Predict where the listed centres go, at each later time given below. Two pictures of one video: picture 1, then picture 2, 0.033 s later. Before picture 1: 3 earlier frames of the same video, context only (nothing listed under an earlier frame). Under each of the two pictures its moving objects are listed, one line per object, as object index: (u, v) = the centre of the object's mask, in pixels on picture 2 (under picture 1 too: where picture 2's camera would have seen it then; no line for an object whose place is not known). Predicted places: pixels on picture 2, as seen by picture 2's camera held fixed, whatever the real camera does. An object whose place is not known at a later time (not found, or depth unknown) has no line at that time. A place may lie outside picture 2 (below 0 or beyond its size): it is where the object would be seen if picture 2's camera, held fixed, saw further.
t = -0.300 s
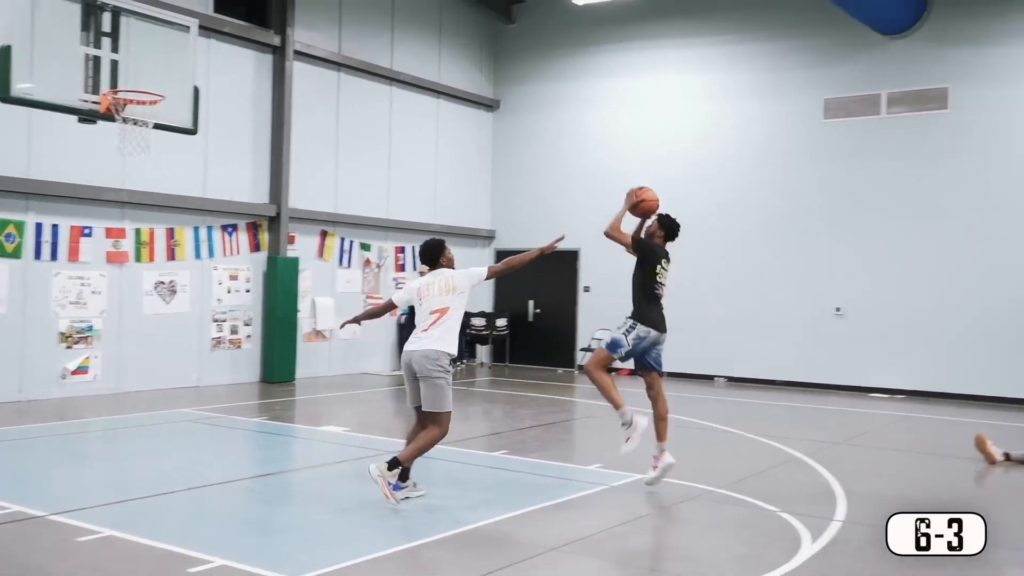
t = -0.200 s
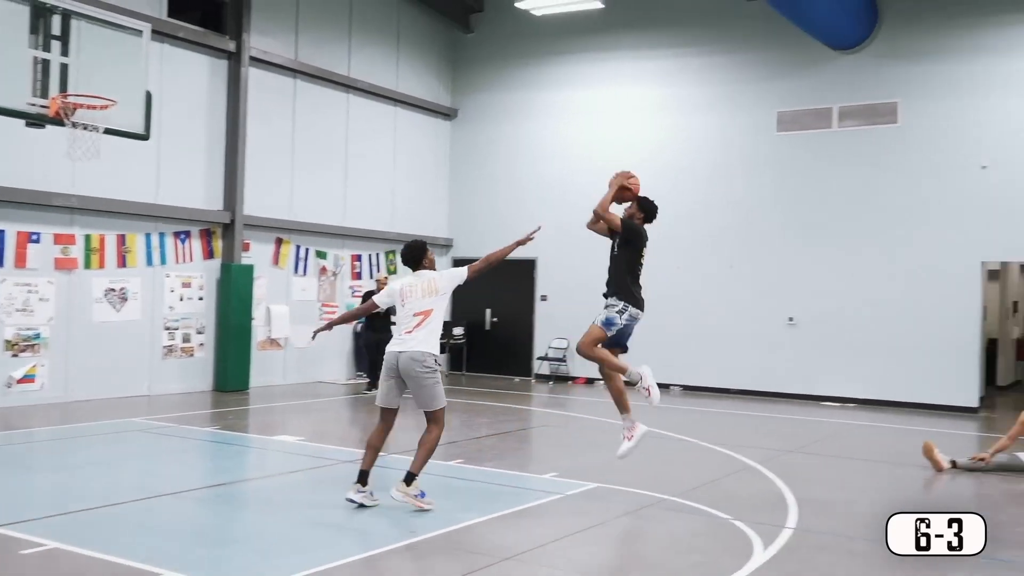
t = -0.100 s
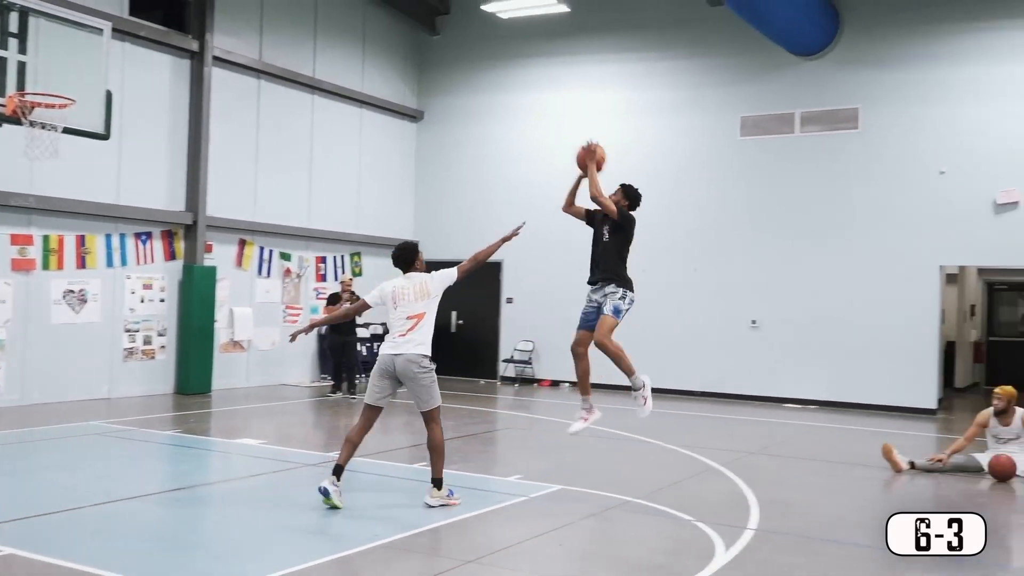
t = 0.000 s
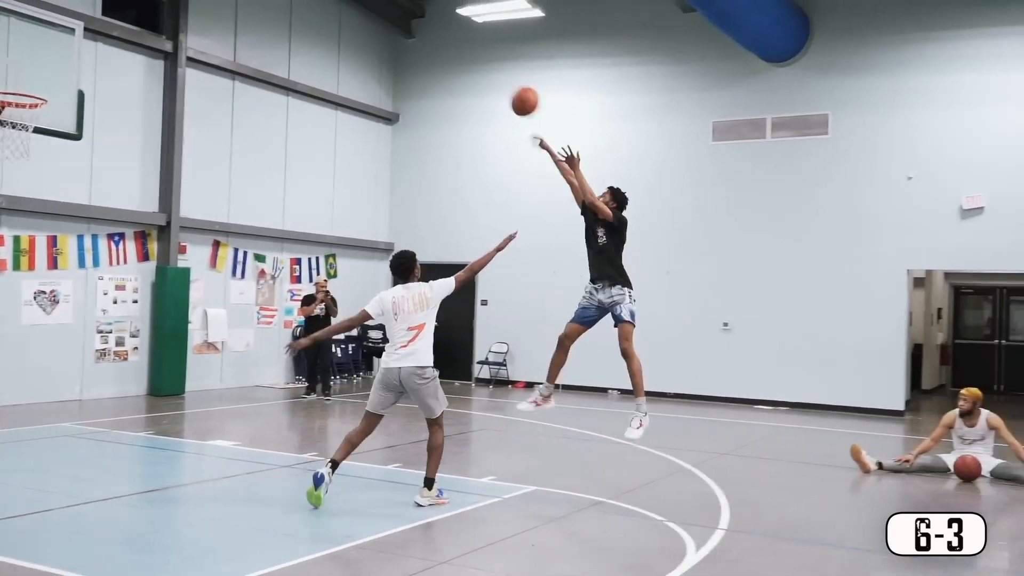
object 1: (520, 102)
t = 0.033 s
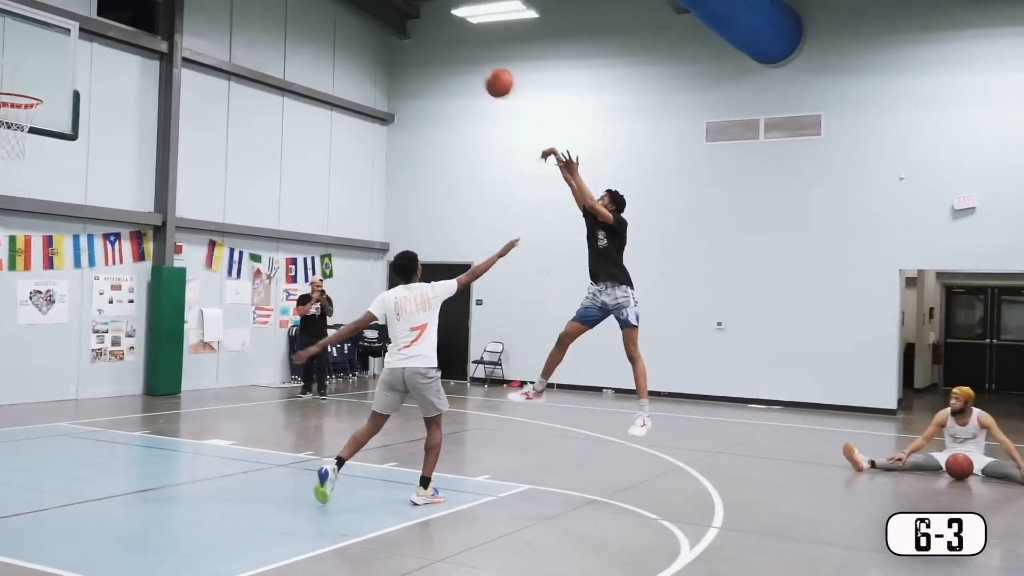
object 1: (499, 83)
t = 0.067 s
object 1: (479, 63)
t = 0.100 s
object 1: (459, 48)
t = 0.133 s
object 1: (439, 33)
